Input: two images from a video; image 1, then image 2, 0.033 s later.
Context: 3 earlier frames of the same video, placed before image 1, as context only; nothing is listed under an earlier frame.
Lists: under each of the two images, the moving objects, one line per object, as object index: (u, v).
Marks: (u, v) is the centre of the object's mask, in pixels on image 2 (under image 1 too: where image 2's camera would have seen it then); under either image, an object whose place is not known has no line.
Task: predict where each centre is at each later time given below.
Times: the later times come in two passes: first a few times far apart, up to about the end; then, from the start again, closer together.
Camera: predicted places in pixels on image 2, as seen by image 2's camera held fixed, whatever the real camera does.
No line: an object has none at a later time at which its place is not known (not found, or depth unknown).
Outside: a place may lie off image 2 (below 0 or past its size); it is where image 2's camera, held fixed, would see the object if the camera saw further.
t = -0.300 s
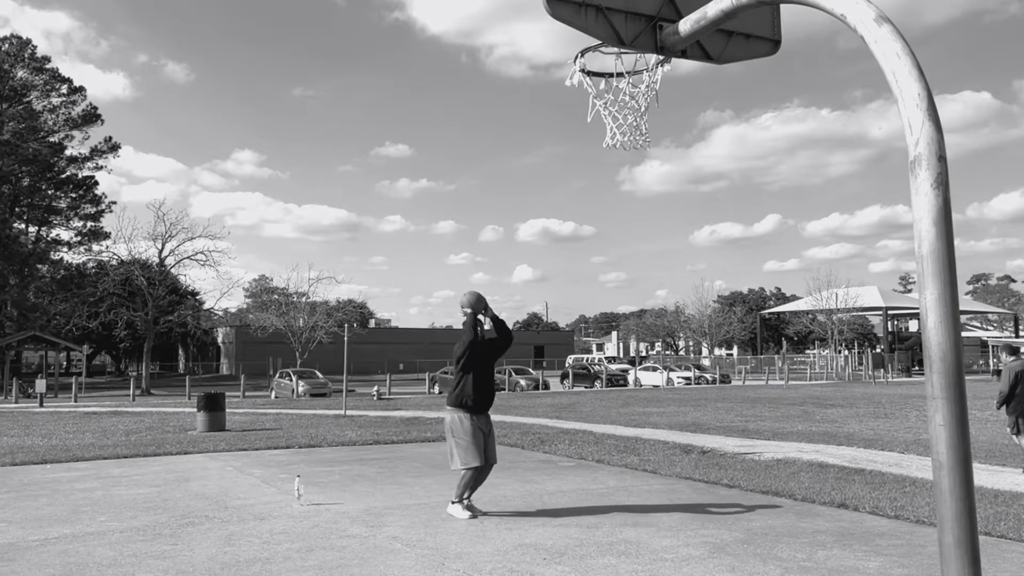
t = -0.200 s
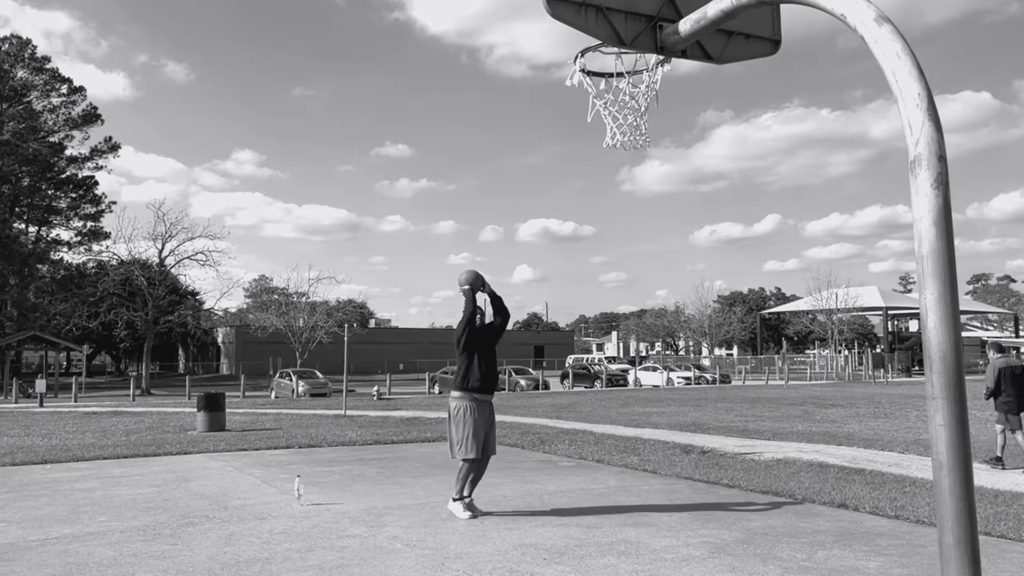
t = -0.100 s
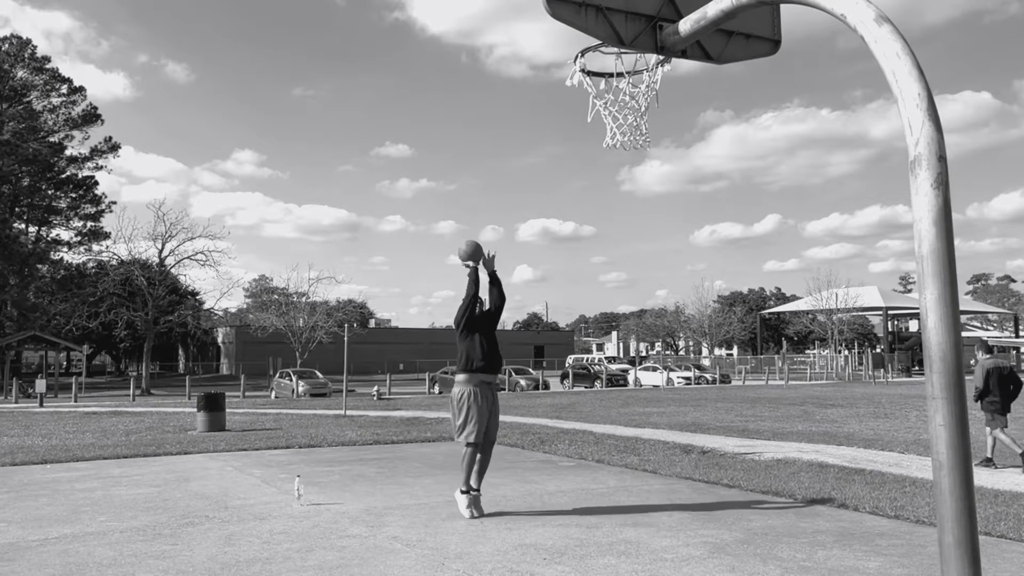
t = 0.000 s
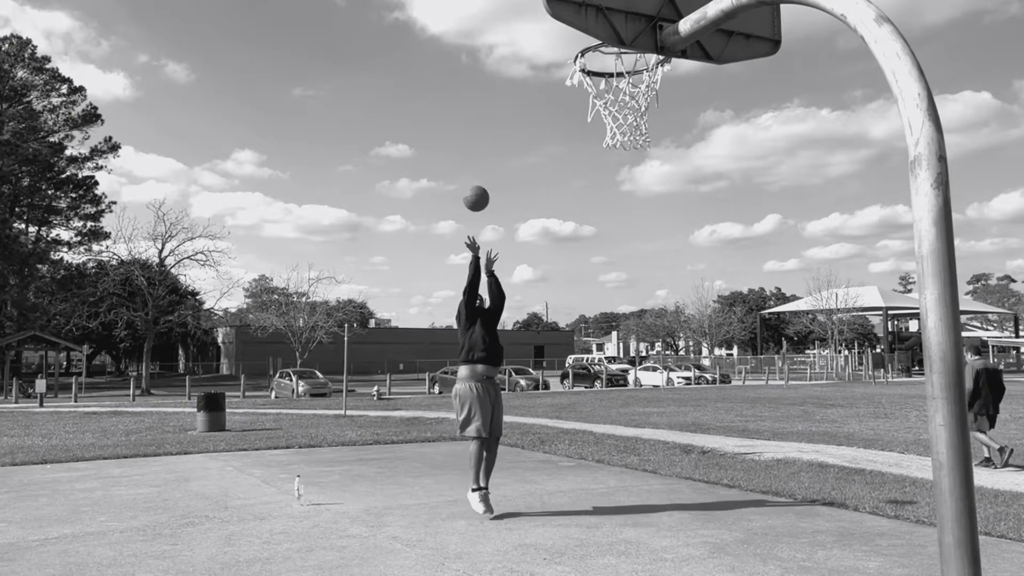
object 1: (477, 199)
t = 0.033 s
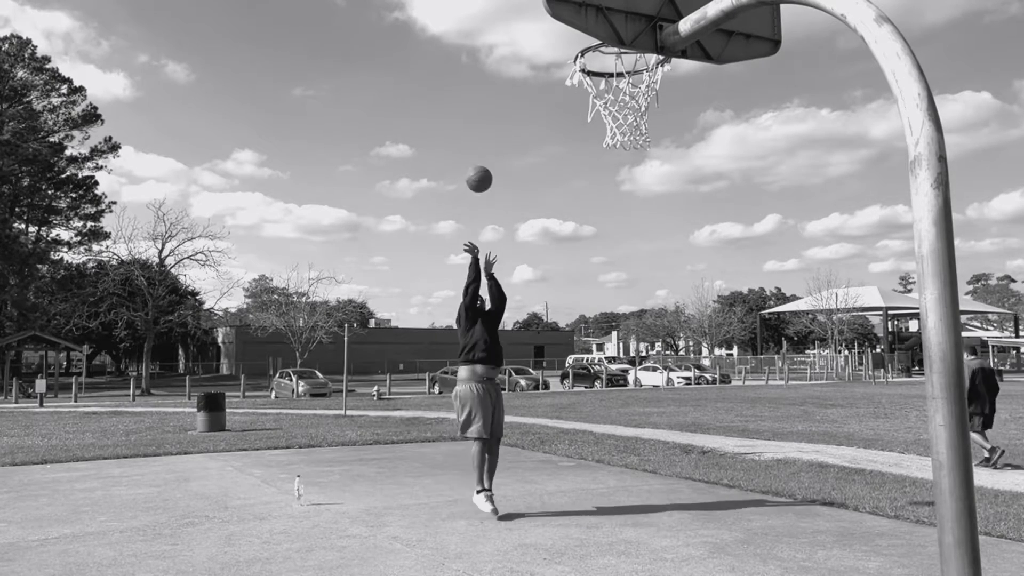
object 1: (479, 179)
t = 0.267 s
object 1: (502, 63)
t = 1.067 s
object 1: (634, 91)
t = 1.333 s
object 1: (647, 135)
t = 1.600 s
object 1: (662, 327)
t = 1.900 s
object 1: (679, 568)
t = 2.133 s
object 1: (666, 373)
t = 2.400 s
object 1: (654, 284)
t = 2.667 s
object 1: (644, 328)
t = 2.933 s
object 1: (637, 496)
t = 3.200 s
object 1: (634, 488)
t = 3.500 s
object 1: (634, 394)
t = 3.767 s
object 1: (635, 437)
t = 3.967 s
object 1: (638, 542)
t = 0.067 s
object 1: (483, 161)
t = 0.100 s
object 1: (486, 143)
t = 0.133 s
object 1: (488, 125)
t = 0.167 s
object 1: (492, 109)
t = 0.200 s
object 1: (496, 93)
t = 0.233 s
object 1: (499, 78)
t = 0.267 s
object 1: (502, 63)
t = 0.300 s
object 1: (505, 49)
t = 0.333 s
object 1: (509, 37)
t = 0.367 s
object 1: (513, 25)
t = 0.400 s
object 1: (517, 15)
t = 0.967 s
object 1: (618, 70)
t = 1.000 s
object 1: (626, 87)
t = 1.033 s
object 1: (632, 90)
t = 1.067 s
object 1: (634, 91)
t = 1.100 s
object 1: (634, 87)
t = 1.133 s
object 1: (636, 86)
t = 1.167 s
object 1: (638, 88)
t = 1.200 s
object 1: (640, 94)
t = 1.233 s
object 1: (641, 100)
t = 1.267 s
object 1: (643, 110)
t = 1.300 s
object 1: (645, 122)
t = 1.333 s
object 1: (647, 135)
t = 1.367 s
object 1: (648, 151)
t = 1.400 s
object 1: (650, 169)
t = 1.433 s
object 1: (652, 190)
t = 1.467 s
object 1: (655, 213)
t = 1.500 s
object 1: (656, 238)
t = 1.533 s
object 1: (658, 265)
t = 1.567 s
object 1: (660, 295)
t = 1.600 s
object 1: (662, 327)
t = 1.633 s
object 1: (665, 363)
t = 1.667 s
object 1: (668, 401)
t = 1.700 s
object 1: (670, 441)
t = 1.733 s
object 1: (673, 484)
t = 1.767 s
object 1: (676, 531)
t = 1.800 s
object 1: (679, 566)
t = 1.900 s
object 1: (679, 568)
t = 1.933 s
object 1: (678, 546)
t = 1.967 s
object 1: (676, 510)
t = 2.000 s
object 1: (674, 477)
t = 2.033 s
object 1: (672, 447)
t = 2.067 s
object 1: (670, 419)
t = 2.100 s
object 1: (668, 395)
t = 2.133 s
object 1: (666, 373)
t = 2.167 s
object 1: (664, 353)
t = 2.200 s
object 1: (663, 336)
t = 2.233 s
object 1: (661, 323)
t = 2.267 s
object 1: (660, 310)
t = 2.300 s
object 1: (658, 300)
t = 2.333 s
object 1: (657, 292)
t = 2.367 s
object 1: (656, 287)
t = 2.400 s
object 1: (654, 284)
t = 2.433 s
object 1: (653, 282)
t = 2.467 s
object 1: (651, 283)
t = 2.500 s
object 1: (650, 286)
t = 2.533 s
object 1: (649, 290)
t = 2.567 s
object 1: (648, 297)
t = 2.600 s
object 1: (647, 306)
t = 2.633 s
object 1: (645, 316)
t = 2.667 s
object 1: (644, 328)
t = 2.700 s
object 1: (643, 342)
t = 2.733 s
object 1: (642, 359)
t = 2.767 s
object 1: (641, 377)
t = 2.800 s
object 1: (641, 397)
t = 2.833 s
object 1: (640, 419)
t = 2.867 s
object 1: (639, 443)
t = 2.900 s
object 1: (639, 468)
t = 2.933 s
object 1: (637, 496)
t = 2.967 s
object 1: (637, 526)
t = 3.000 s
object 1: (637, 556)
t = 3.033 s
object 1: (636, 572)
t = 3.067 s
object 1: (635, 570)
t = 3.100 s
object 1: (635, 556)
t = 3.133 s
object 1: (635, 532)
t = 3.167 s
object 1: (635, 509)
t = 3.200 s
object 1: (634, 488)
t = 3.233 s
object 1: (634, 469)
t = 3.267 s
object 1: (634, 453)
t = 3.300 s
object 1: (634, 439)
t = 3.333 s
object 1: (634, 426)
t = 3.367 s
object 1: (634, 416)
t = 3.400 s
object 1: (634, 407)
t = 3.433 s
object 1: (634, 401)
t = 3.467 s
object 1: (634, 397)
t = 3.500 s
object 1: (634, 394)
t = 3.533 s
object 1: (634, 393)
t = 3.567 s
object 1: (634, 394)
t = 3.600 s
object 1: (634, 397)
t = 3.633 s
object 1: (634, 402)
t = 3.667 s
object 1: (634, 408)
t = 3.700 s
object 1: (634, 416)
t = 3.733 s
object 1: (635, 425)
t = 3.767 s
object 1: (635, 437)
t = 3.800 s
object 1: (635, 450)
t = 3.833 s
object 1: (636, 466)
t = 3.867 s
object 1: (636, 482)
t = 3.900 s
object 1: (637, 501)
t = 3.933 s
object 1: (637, 520)
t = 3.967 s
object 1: (638, 542)
